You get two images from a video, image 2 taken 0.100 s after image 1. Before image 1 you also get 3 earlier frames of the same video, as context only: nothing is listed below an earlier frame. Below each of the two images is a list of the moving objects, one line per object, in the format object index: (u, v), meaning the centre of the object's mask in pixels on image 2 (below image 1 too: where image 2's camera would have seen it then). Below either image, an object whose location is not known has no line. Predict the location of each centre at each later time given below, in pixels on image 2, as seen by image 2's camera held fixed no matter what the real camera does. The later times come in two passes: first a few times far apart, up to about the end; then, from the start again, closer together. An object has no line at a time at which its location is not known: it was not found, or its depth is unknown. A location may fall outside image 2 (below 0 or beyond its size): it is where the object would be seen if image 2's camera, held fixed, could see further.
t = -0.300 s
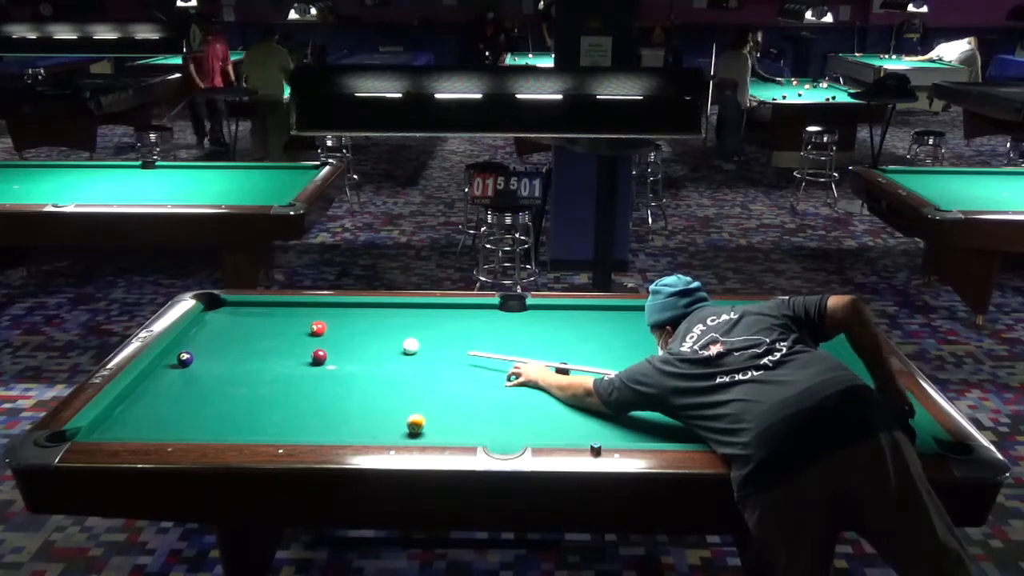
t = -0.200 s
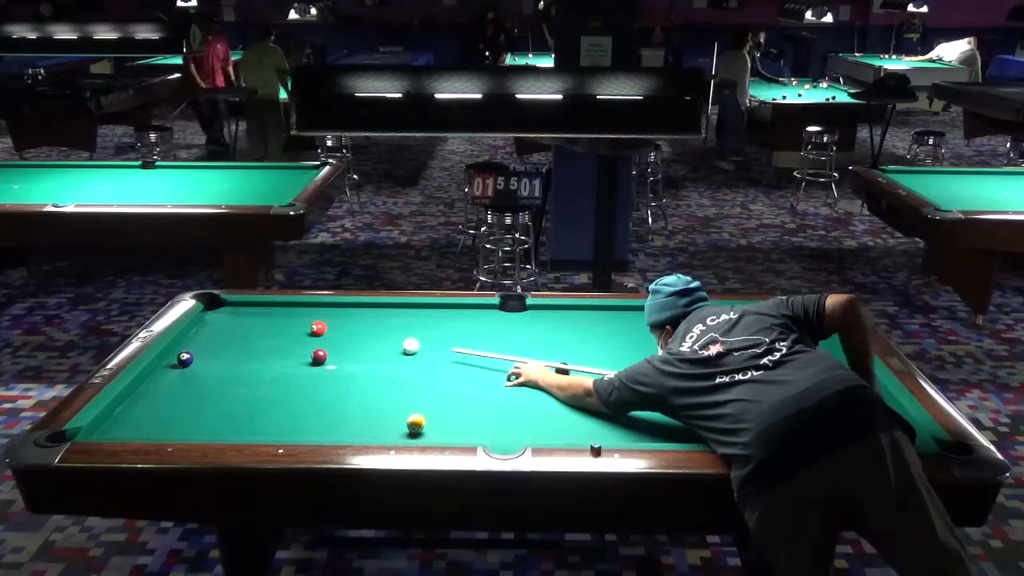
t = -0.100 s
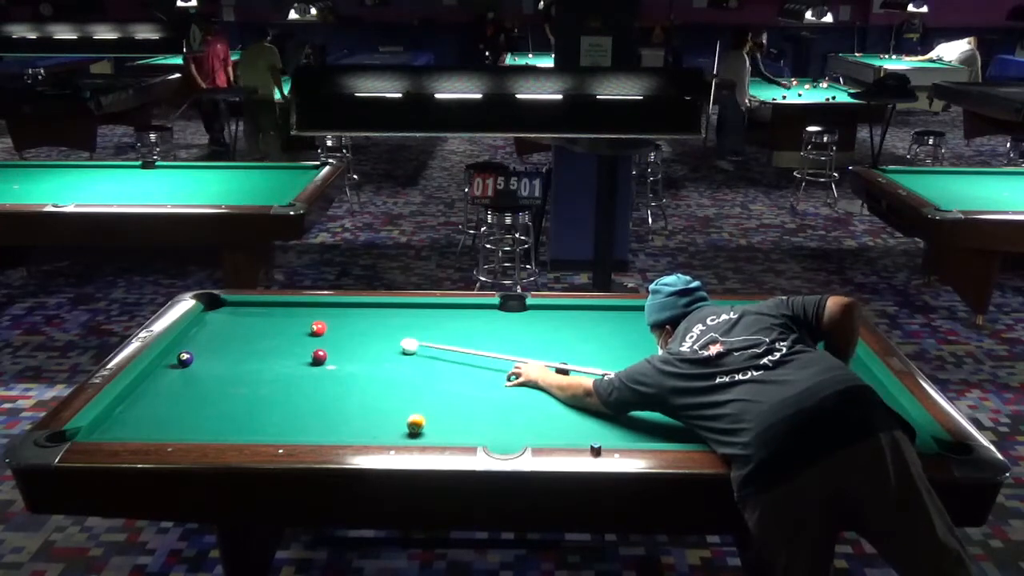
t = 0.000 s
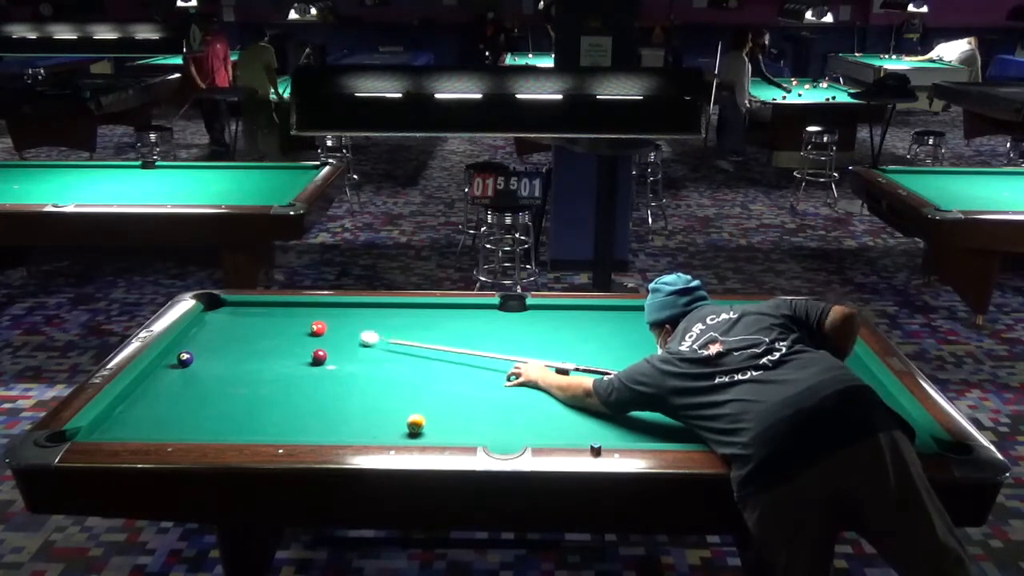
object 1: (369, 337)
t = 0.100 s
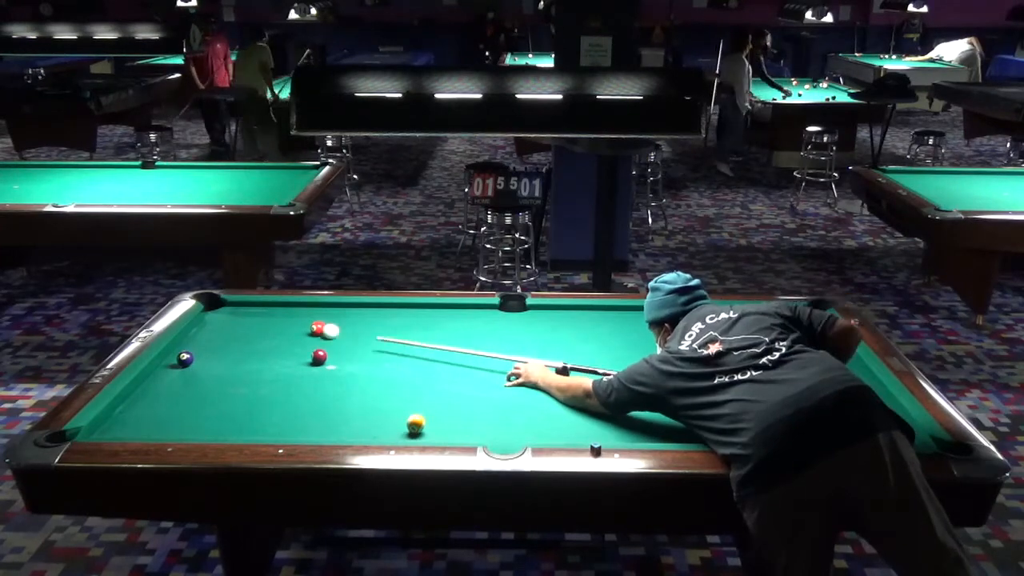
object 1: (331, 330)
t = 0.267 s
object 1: (319, 331)
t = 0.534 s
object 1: (292, 330)
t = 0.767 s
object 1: (270, 329)
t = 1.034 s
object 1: (246, 329)
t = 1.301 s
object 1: (224, 328)
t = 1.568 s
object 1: (203, 327)
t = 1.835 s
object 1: (196, 327)
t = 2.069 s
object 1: (206, 327)
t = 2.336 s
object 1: (216, 327)
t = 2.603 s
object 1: (224, 327)
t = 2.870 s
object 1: (231, 327)
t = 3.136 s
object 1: (236, 327)
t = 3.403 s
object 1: (239, 327)
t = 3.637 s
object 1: (241, 327)
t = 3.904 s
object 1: (242, 327)
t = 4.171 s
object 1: (242, 327)
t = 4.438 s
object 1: (242, 327)
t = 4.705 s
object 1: (242, 327)
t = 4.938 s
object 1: (242, 327)
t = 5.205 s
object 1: (242, 327)
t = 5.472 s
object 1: (242, 327)
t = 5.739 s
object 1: (242, 327)
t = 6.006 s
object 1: (242, 327)
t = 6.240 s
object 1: (242, 327)
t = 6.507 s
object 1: (242, 327)
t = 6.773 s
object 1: (242, 327)
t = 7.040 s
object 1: (242, 327)
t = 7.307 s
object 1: (242, 327)
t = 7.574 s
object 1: (242, 327)
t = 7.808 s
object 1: (242, 327)
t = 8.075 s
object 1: (242, 327)
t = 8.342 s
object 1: (242, 327)
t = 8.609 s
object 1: (242, 327)
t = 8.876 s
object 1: (242, 327)
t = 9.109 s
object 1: (242, 327)
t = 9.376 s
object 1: (242, 327)
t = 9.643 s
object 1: (242, 327)
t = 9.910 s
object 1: (242, 327)
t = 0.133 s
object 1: (329, 330)
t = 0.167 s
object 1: (327, 331)
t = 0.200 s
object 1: (325, 331)
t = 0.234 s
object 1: (323, 331)
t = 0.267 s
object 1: (319, 331)
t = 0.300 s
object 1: (316, 331)
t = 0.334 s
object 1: (312, 331)
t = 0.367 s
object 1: (309, 331)
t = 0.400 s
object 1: (305, 331)
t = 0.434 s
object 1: (302, 331)
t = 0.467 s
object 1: (299, 330)
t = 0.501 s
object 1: (295, 330)
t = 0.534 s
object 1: (292, 330)
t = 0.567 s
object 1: (289, 330)
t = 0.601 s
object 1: (286, 330)
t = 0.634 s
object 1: (283, 330)
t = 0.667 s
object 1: (279, 330)
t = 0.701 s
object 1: (276, 330)
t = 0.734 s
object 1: (273, 329)
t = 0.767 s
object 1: (270, 329)
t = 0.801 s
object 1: (267, 329)
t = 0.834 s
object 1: (264, 329)
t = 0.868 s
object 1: (261, 329)
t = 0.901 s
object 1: (258, 329)
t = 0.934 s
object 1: (255, 329)
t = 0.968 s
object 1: (252, 329)
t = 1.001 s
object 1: (249, 329)
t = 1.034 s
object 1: (246, 329)
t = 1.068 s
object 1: (243, 328)
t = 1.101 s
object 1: (240, 328)
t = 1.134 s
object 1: (238, 328)
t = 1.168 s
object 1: (234, 328)
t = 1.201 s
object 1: (232, 328)
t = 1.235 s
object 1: (229, 328)
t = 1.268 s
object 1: (226, 328)
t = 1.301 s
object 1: (224, 328)
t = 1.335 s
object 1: (221, 328)
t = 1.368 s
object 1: (218, 328)
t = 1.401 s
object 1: (216, 328)
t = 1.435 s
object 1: (213, 327)
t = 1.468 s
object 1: (211, 327)
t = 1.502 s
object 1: (208, 327)
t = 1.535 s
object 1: (205, 327)
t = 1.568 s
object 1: (203, 327)
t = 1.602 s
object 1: (200, 327)
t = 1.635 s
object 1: (198, 327)
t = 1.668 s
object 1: (195, 327)
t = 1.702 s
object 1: (193, 327)
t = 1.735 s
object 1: (192, 327)
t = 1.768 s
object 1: (193, 327)
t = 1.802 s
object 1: (195, 327)
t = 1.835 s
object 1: (196, 327)
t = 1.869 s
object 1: (197, 327)
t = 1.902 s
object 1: (199, 327)
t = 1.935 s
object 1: (201, 327)
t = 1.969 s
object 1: (202, 327)
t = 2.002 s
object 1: (203, 327)
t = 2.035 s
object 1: (205, 327)
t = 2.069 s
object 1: (206, 327)
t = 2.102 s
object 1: (208, 327)
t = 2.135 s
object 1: (209, 327)
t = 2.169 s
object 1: (210, 327)
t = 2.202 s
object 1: (211, 327)
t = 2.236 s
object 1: (212, 327)
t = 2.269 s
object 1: (214, 327)
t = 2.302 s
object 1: (215, 327)
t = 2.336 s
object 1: (216, 327)
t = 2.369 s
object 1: (217, 327)
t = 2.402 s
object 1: (218, 327)
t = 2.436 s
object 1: (219, 327)
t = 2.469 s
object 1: (220, 327)
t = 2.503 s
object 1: (221, 327)
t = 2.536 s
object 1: (222, 327)
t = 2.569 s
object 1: (223, 327)
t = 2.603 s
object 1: (224, 327)
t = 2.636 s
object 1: (225, 327)
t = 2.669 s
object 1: (226, 327)
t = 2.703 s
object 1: (227, 327)
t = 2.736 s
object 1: (228, 327)
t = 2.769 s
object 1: (228, 327)
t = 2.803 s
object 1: (229, 327)
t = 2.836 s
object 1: (230, 327)
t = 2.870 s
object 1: (231, 327)
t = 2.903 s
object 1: (231, 327)
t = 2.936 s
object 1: (232, 327)
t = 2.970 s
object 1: (233, 327)
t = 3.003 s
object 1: (233, 327)
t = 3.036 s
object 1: (234, 327)
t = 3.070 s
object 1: (235, 327)
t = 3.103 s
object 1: (235, 327)
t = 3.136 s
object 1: (236, 327)
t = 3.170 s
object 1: (236, 327)
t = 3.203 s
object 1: (237, 327)
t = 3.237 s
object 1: (237, 327)
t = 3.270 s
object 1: (237, 327)
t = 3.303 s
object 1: (238, 327)
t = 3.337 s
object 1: (238, 327)
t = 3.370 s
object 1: (239, 327)
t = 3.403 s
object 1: (239, 327)
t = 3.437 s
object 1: (240, 327)
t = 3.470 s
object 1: (240, 327)
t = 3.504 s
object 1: (240, 327)
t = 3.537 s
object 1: (241, 327)
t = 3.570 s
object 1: (241, 327)
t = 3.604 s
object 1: (241, 327)
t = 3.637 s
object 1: (241, 327)
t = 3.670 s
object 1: (242, 327)
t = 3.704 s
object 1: (242, 327)
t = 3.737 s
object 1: (242, 327)
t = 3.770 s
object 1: (242, 327)
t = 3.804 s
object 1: (242, 327)
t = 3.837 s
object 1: (242, 327)
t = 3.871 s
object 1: (242, 327)
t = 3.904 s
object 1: (242, 327)
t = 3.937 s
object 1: (242, 327)
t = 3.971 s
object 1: (242, 327)
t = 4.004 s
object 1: (242, 327)
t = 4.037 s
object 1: (242, 327)
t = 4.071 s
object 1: (242, 327)
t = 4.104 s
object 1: (242, 327)
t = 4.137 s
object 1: (242, 327)
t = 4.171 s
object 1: (242, 327)
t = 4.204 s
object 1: (242, 327)
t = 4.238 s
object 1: (242, 327)
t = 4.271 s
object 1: (242, 327)
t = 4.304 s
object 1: (242, 327)
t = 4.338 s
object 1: (242, 327)
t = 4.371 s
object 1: (242, 327)
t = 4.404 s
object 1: (242, 327)
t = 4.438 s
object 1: (242, 327)
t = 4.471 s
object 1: (242, 327)
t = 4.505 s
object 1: (242, 327)
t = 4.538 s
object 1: (242, 327)
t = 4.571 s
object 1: (242, 327)
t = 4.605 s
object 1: (242, 327)
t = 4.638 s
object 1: (242, 327)
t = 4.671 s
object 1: (242, 327)
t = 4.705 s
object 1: (242, 327)
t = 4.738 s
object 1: (242, 327)
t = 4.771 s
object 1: (242, 327)
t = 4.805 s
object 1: (242, 327)
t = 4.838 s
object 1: (242, 327)
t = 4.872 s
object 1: (242, 327)
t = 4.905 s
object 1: (242, 327)
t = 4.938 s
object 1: (242, 327)
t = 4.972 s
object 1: (242, 327)
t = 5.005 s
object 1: (242, 327)
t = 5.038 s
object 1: (242, 327)
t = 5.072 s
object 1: (242, 327)
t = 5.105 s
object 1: (242, 327)
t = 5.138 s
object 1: (242, 327)
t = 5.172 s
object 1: (242, 327)
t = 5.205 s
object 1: (242, 327)
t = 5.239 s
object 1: (242, 327)
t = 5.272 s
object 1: (242, 327)
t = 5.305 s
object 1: (242, 327)
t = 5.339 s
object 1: (242, 327)
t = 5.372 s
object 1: (242, 327)
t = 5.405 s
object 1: (242, 327)
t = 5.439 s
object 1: (242, 327)
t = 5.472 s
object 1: (242, 327)
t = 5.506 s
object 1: (242, 327)
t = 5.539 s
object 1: (242, 327)
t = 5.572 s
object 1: (242, 327)
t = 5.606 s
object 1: (242, 327)
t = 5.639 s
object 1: (242, 327)
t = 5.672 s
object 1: (242, 327)
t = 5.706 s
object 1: (242, 327)
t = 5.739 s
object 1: (242, 327)
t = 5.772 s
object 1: (242, 327)
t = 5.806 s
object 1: (242, 327)
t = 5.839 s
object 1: (242, 327)
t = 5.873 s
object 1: (242, 327)
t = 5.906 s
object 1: (242, 327)
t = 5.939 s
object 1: (242, 327)
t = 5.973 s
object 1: (242, 327)
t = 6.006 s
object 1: (242, 327)
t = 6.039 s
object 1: (242, 327)
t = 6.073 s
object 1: (242, 327)
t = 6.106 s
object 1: (242, 327)
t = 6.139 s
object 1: (242, 327)
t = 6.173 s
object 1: (242, 327)
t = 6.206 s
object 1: (242, 327)
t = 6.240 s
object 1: (242, 327)
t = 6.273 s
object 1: (242, 327)
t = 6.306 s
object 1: (242, 327)
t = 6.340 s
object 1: (242, 327)
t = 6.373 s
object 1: (242, 327)
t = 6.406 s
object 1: (242, 327)
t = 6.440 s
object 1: (242, 327)
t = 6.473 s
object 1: (242, 327)
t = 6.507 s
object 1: (242, 327)
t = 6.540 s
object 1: (242, 327)
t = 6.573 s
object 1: (242, 327)
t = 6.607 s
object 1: (242, 327)
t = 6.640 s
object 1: (242, 327)
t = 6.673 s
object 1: (242, 327)
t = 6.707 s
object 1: (242, 327)
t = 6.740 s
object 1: (242, 327)
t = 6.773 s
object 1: (242, 327)
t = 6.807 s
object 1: (242, 327)
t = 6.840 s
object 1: (242, 327)
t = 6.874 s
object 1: (242, 327)
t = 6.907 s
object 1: (242, 327)
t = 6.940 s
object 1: (242, 327)
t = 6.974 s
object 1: (242, 327)
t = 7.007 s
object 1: (242, 327)
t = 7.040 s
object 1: (242, 327)
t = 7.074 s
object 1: (242, 327)
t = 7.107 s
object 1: (242, 327)
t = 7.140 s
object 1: (242, 327)
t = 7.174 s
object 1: (242, 327)
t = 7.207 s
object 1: (242, 327)
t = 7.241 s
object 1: (242, 327)
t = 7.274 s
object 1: (242, 327)
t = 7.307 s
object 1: (242, 327)
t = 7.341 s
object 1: (242, 327)
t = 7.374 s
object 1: (242, 327)
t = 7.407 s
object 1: (242, 327)
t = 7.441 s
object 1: (242, 327)
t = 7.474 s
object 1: (242, 327)
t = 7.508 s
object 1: (242, 327)
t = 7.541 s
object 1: (242, 327)
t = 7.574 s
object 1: (242, 327)
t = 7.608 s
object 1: (242, 327)
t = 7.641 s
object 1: (242, 327)
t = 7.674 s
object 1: (242, 327)
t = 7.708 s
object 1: (242, 327)
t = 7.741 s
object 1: (242, 327)
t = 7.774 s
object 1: (242, 327)
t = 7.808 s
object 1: (242, 327)
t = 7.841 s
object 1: (242, 327)
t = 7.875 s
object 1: (242, 327)
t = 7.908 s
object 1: (242, 327)
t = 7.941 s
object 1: (242, 327)
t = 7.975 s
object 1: (242, 327)
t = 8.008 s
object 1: (242, 327)
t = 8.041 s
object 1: (242, 327)
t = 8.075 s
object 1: (242, 327)
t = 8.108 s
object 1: (242, 327)
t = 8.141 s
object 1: (242, 327)
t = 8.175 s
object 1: (242, 327)
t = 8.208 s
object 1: (242, 327)
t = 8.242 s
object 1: (242, 327)
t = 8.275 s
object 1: (242, 327)
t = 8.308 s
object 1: (242, 327)
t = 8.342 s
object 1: (242, 327)
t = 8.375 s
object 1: (242, 327)
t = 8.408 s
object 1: (242, 327)
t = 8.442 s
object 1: (242, 327)
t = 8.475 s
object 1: (242, 327)
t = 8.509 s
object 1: (242, 327)
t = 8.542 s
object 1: (242, 327)
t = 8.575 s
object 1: (242, 327)
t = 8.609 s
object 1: (242, 327)
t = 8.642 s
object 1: (242, 327)
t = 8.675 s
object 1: (242, 327)
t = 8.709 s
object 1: (242, 327)
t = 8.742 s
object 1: (242, 327)
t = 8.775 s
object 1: (242, 327)
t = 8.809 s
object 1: (242, 327)
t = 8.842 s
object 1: (242, 327)
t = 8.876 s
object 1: (242, 327)
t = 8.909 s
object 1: (242, 327)
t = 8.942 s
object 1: (242, 327)
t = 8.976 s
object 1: (242, 327)
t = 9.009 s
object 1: (242, 327)
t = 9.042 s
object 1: (242, 327)
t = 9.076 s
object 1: (242, 327)
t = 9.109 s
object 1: (242, 327)
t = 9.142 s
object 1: (242, 327)
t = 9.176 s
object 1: (242, 327)
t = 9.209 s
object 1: (242, 327)
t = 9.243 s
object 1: (242, 327)
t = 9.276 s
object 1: (242, 327)
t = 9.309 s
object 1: (242, 327)
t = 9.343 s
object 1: (242, 327)
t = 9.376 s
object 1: (242, 327)
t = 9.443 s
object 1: (242, 327)
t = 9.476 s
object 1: (242, 327)
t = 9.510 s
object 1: (242, 327)
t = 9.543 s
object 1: (242, 327)
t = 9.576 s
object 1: (242, 327)
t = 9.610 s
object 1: (242, 327)
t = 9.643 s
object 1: (242, 327)
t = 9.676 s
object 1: (242, 327)
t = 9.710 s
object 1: (242, 327)
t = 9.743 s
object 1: (242, 327)
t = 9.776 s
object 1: (242, 327)
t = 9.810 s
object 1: (242, 327)
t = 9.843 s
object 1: (242, 327)
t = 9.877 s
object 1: (242, 327)
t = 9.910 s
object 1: (242, 327)
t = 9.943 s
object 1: (242, 327)
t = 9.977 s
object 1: (242, 327)
